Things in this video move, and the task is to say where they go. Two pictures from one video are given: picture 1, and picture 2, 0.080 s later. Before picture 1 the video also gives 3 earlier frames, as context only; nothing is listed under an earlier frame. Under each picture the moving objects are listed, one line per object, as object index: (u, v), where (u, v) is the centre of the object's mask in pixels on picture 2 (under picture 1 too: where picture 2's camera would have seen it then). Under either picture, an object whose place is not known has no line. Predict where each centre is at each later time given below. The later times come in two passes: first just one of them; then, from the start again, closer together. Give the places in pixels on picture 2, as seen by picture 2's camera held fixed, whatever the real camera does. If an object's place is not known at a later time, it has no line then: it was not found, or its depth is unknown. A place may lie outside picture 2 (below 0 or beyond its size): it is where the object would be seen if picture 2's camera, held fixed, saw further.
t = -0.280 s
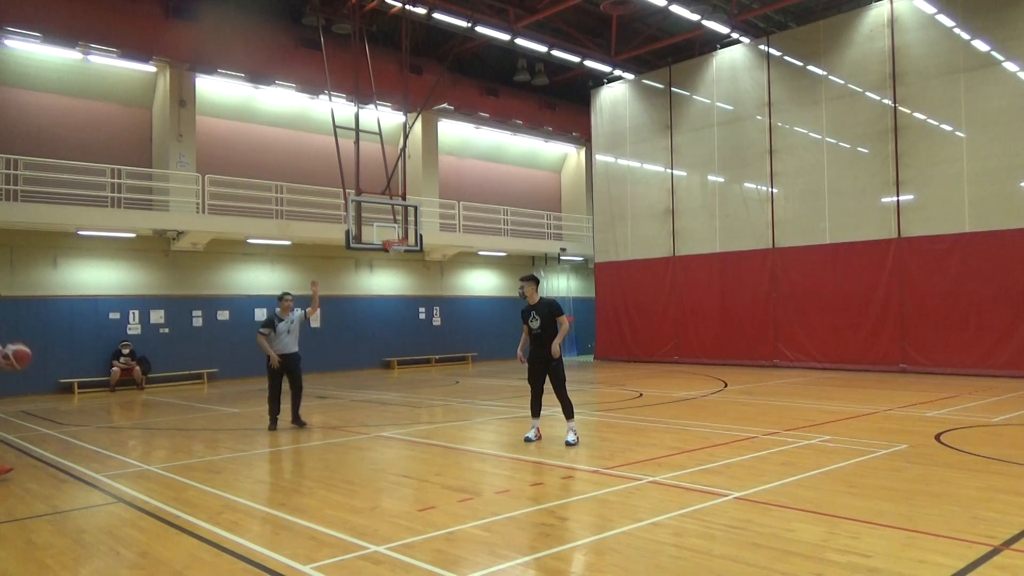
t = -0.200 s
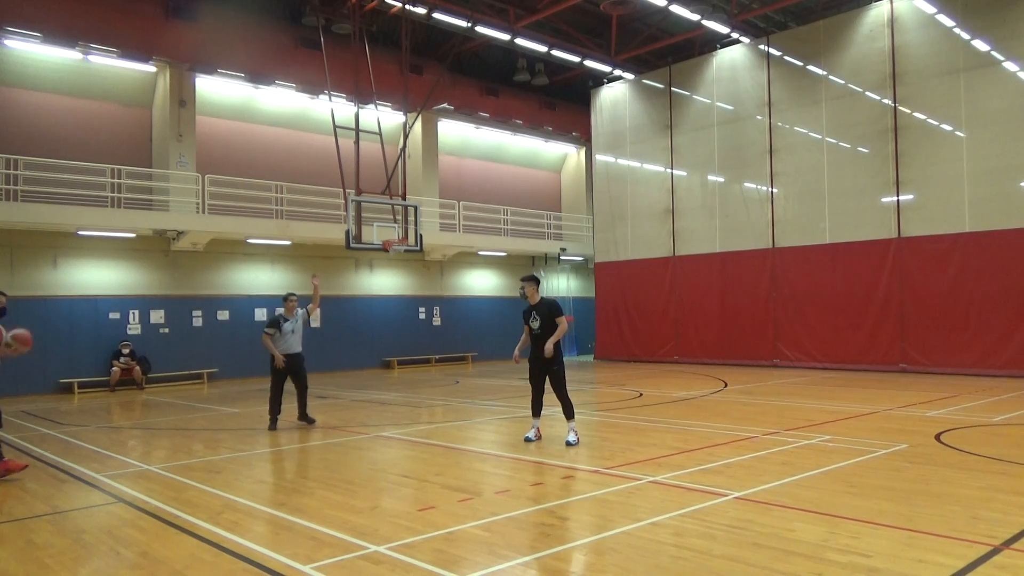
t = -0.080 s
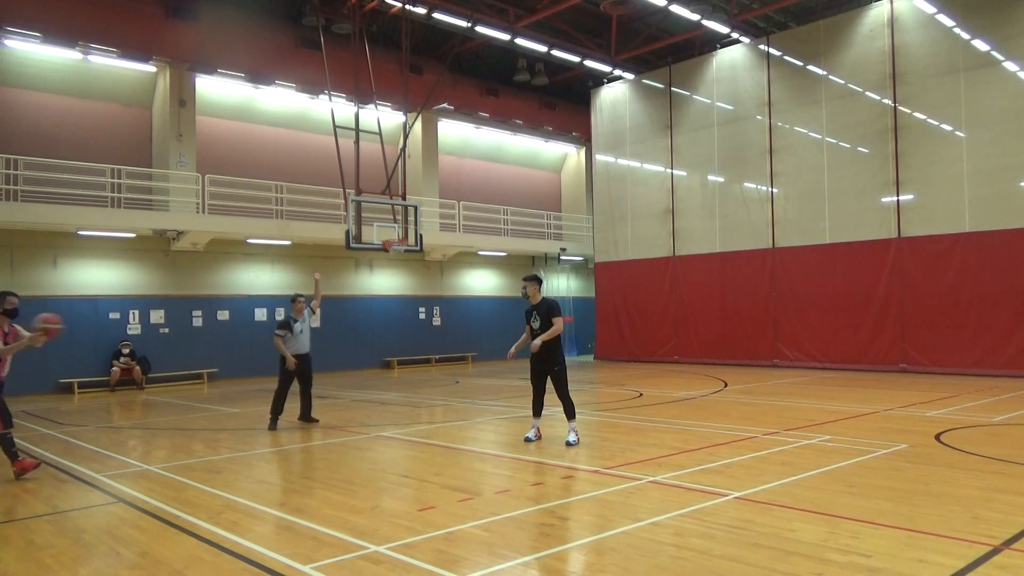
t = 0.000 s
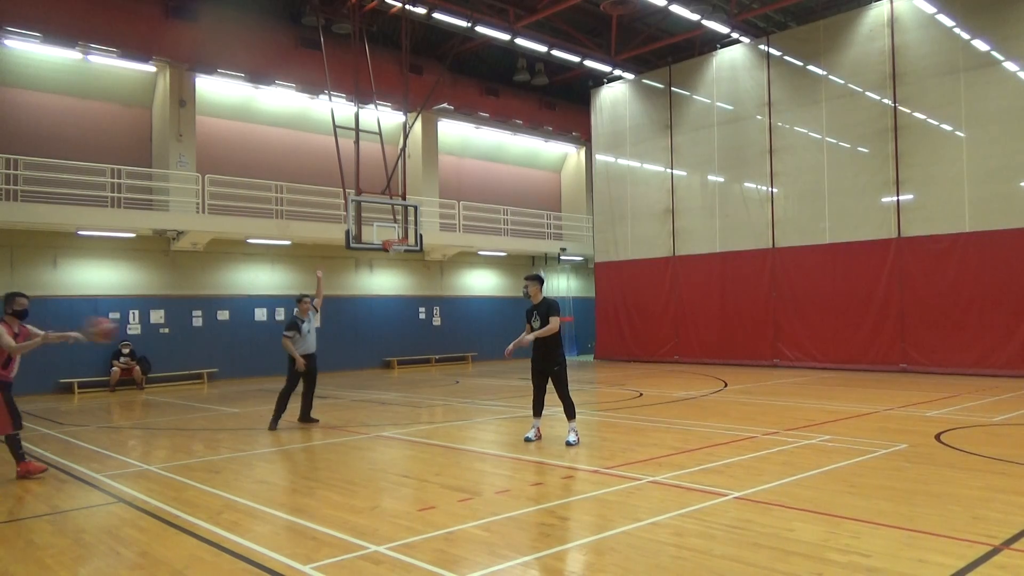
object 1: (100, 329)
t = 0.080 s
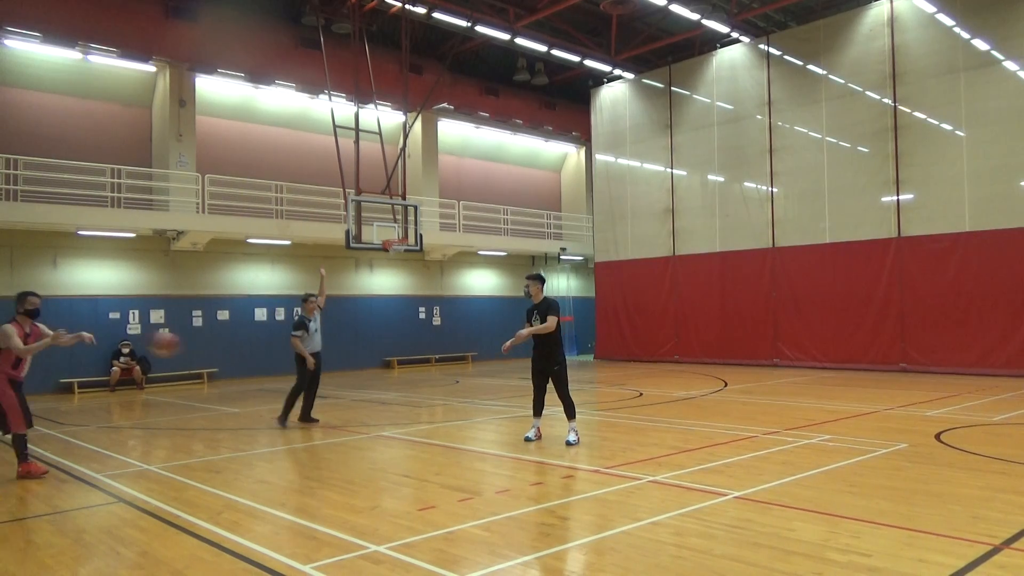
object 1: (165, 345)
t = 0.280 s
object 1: (315, 408)
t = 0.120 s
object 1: (196, 353)
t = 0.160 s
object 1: (227, 363)
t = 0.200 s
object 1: (255, 376)
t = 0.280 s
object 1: (315, 408)
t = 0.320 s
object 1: (342, 422)
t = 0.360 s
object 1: (374, 444)
